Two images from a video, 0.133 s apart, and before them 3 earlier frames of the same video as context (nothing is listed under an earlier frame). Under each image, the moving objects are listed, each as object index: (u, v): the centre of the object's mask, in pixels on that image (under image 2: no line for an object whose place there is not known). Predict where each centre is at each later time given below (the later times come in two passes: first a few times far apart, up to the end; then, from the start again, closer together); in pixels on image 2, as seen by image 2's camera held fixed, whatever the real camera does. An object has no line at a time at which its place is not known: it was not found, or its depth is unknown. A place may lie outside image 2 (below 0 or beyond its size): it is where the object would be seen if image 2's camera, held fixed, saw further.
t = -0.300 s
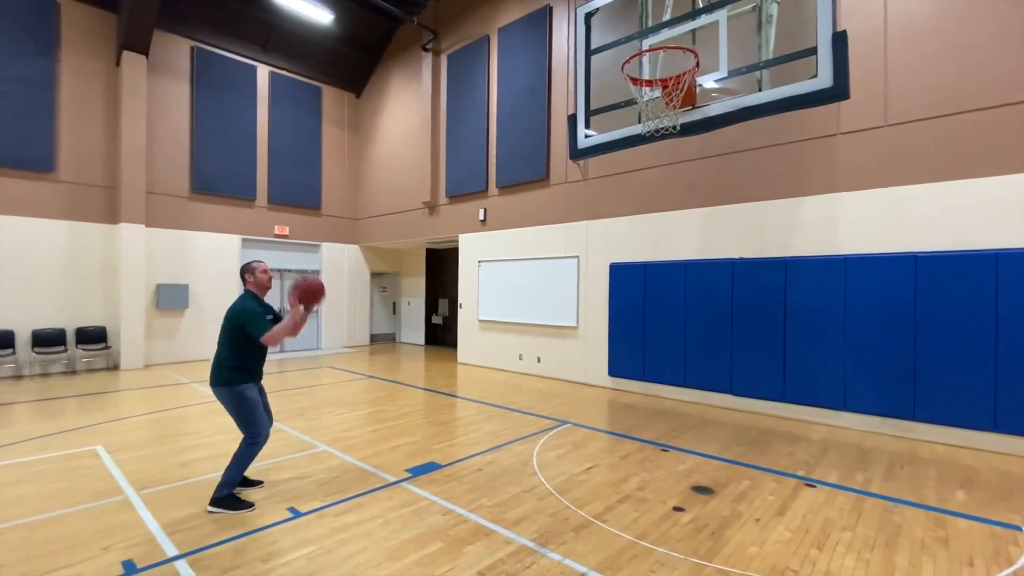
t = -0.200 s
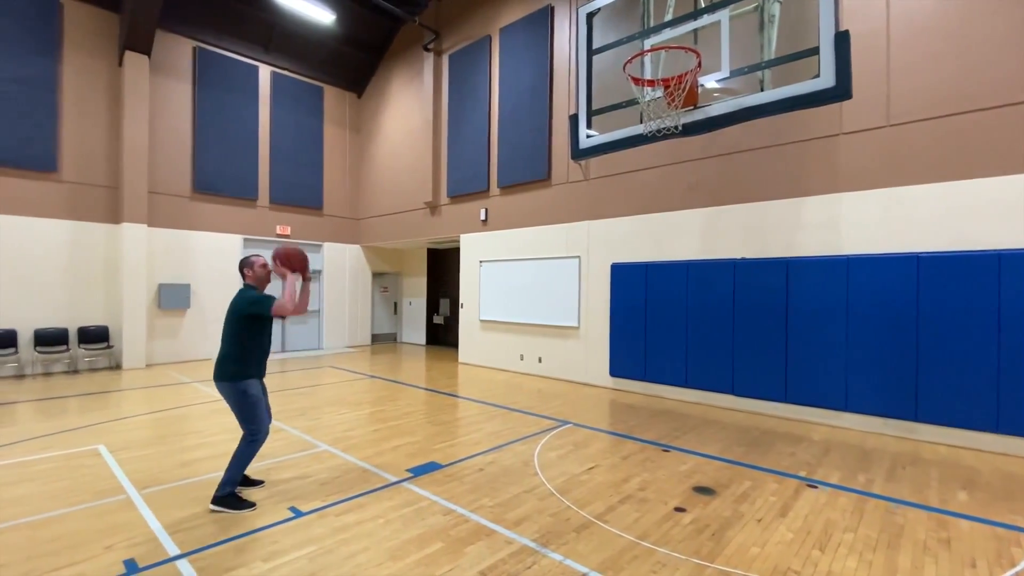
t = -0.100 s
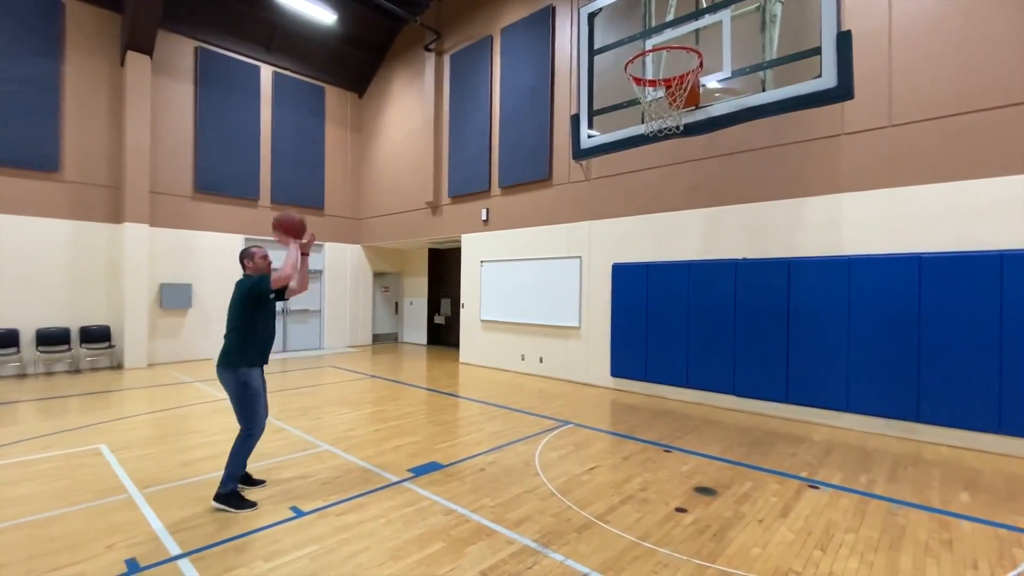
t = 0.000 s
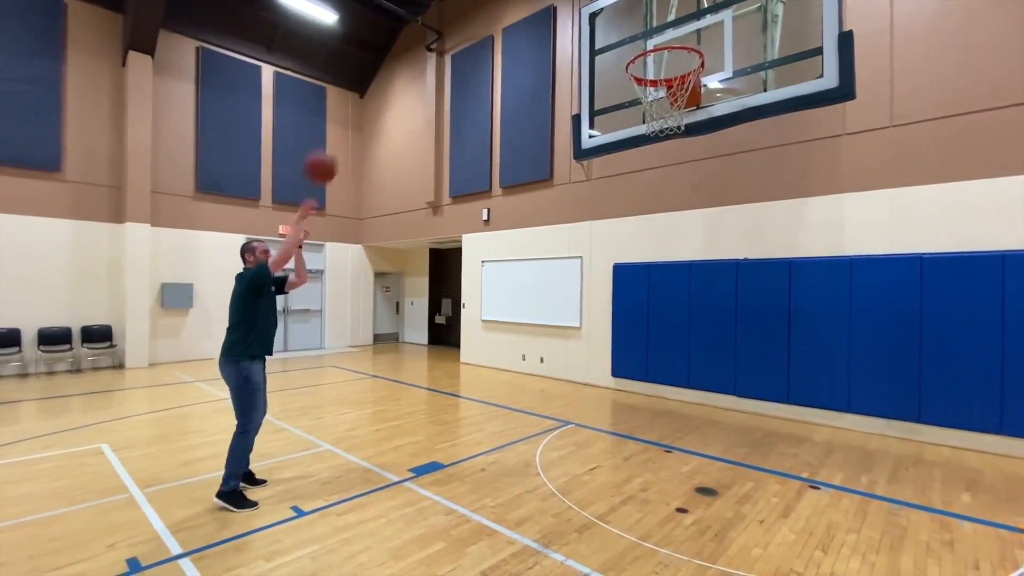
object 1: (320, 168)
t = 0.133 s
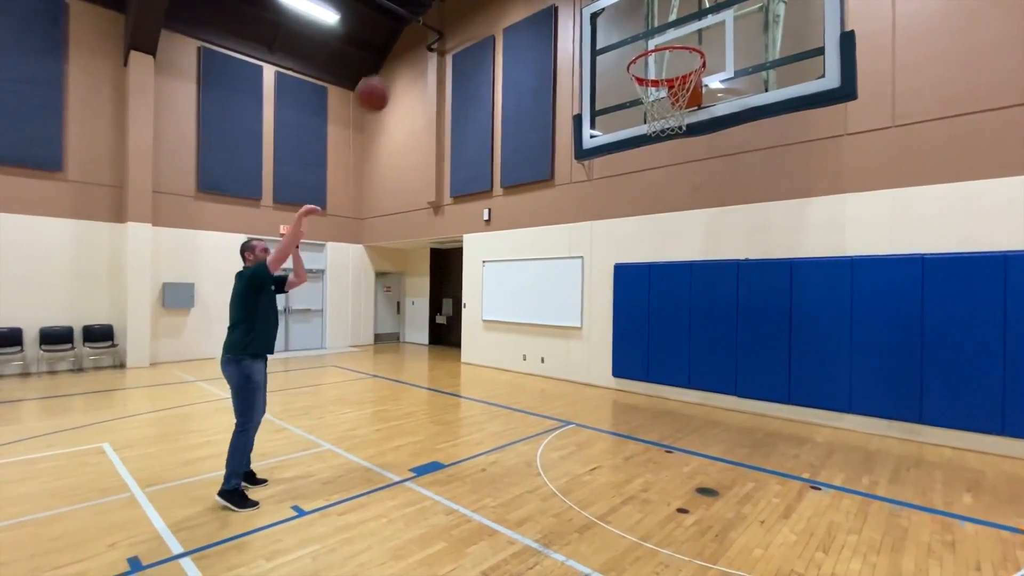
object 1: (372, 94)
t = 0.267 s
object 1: (424, 43)
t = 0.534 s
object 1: (532, 13)
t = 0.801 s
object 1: (629, 47)
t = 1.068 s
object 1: (643, 19)
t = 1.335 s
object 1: (654, 77)
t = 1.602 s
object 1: (630, 125)
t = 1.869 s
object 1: (594, 185)
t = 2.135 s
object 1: (554, 353)
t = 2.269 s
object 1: (532, 480)
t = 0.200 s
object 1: (397, 65)
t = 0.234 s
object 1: (410, 54)
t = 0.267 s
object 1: (424, 43)
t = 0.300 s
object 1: (436, 35)
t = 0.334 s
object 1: (449, 27)
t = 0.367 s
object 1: (463, 19)
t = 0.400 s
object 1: (476, 16)
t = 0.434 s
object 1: (490, 14)
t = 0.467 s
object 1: (504, 13)
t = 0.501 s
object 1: (518, 13)
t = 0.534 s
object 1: (532, 13)
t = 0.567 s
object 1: (546, 15)
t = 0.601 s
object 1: (560, 18)
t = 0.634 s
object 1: (574, 22)
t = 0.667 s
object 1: (588, 30)
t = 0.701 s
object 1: (603, 39)
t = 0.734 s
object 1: (616, 50)
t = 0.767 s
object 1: (628, 58)
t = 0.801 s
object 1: (629, 47)
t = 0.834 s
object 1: (631, 39)
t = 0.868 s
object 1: (633, 31)
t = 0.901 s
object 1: (635, 26)
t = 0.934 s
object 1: (637, 21)
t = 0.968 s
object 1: (638, 19)
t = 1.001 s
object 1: (640, 18)
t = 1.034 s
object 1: (641, 18)
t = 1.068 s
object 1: (643, 19)
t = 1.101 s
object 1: (644, 22)
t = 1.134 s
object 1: (646, 28)
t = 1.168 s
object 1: (647, 34)
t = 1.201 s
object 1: (648, 40)
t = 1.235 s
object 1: (650, 50)
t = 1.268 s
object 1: (651, 61)
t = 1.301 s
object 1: (653, 68)
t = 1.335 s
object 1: (654, 77)
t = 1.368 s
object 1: (649, 81)
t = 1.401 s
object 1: (646, 83)
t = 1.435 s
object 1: (643, 86)
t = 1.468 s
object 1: (634, 97)
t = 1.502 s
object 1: (633, 102)
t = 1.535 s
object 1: (633, 108)
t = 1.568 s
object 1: (632, 116)
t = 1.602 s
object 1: (630, 125)
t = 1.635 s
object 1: (625, 128)
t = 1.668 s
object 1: (622, 132)
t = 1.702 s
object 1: (617, 137)
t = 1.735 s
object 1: (613, 144)
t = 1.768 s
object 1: (608, 152)
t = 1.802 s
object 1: (603, 162)
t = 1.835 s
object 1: (599, 173)
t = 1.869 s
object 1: (594, 185)
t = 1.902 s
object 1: (589, 200)
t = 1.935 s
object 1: (584, 216)
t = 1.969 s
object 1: (579, 234)
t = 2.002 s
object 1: (574, 255)
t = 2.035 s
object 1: (569, 276)
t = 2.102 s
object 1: (559, 326)
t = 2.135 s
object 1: (554, 353)
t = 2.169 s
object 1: (548, 381)
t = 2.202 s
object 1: (543, 412)
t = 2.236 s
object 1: (538, 446)
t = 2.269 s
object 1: (532, 480)
